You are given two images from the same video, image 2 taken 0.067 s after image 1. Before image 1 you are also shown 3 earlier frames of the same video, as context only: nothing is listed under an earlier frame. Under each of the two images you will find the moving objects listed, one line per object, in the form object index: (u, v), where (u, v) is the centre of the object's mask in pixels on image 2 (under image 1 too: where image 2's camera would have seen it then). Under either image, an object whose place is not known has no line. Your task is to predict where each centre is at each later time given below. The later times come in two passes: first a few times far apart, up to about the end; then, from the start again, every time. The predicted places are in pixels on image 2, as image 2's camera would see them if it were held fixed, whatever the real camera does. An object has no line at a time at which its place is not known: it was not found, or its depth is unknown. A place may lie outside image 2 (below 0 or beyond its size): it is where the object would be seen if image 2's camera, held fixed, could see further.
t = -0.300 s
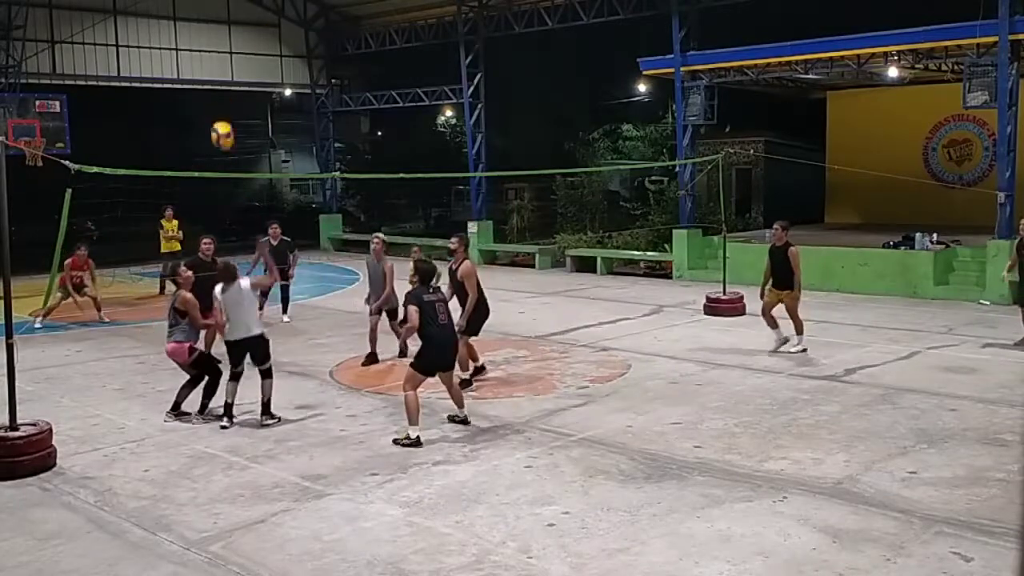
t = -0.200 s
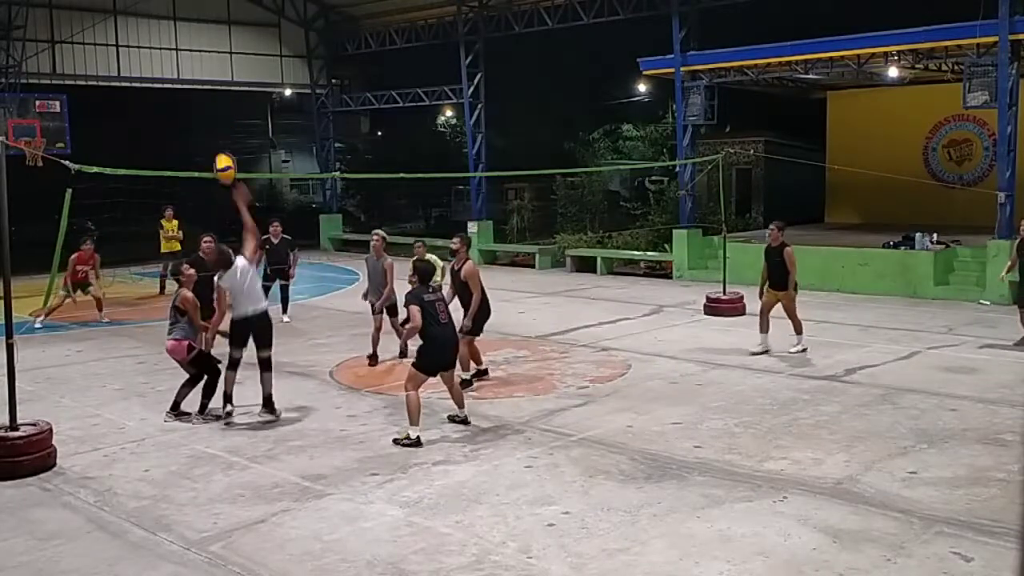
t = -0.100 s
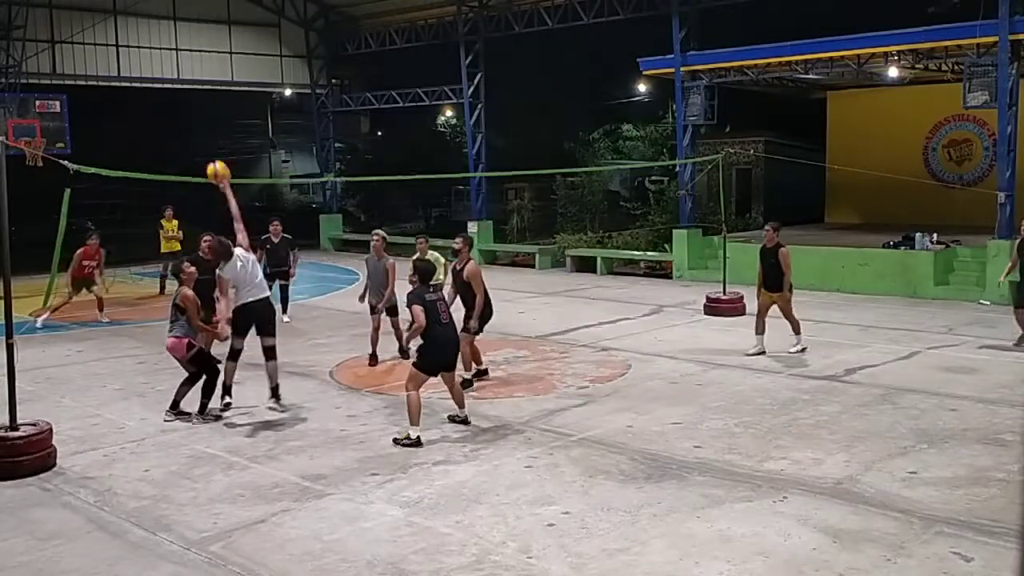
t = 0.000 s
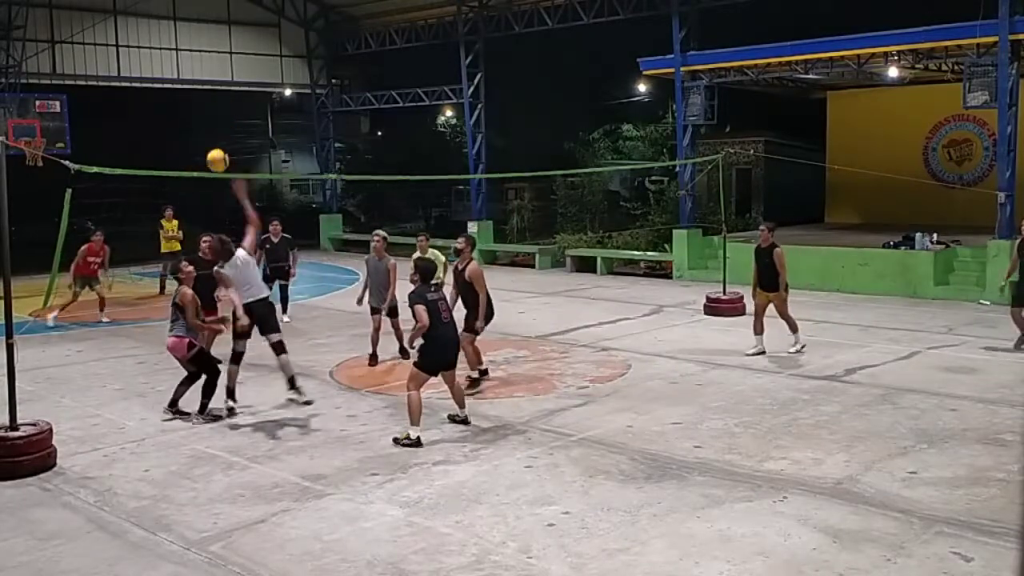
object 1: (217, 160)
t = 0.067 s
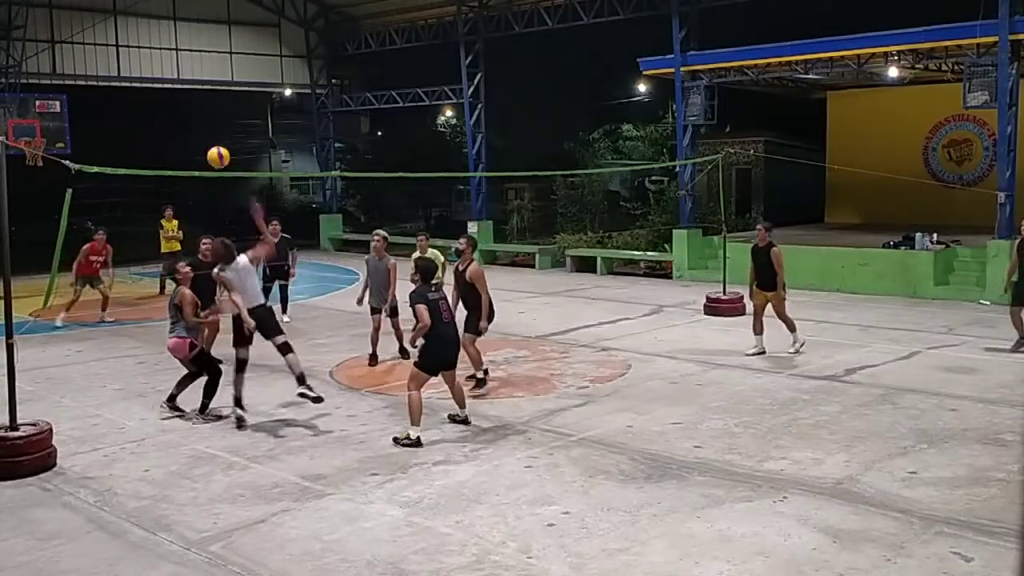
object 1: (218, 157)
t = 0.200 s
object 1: (221, 162)
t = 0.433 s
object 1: (228, 215)
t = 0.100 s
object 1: (219, 157)
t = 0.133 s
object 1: (219, 157)
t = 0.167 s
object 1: (220, 160)
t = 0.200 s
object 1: (221, 162)
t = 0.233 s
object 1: (221, 165)
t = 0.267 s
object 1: (222, 173)
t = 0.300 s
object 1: (223, 180)
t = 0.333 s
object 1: (225, 188)
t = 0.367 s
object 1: (225, 195)
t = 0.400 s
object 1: (227, 204)
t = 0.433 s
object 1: (228, 215)
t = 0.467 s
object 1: (229, 227)
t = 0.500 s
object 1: (231, 240)
